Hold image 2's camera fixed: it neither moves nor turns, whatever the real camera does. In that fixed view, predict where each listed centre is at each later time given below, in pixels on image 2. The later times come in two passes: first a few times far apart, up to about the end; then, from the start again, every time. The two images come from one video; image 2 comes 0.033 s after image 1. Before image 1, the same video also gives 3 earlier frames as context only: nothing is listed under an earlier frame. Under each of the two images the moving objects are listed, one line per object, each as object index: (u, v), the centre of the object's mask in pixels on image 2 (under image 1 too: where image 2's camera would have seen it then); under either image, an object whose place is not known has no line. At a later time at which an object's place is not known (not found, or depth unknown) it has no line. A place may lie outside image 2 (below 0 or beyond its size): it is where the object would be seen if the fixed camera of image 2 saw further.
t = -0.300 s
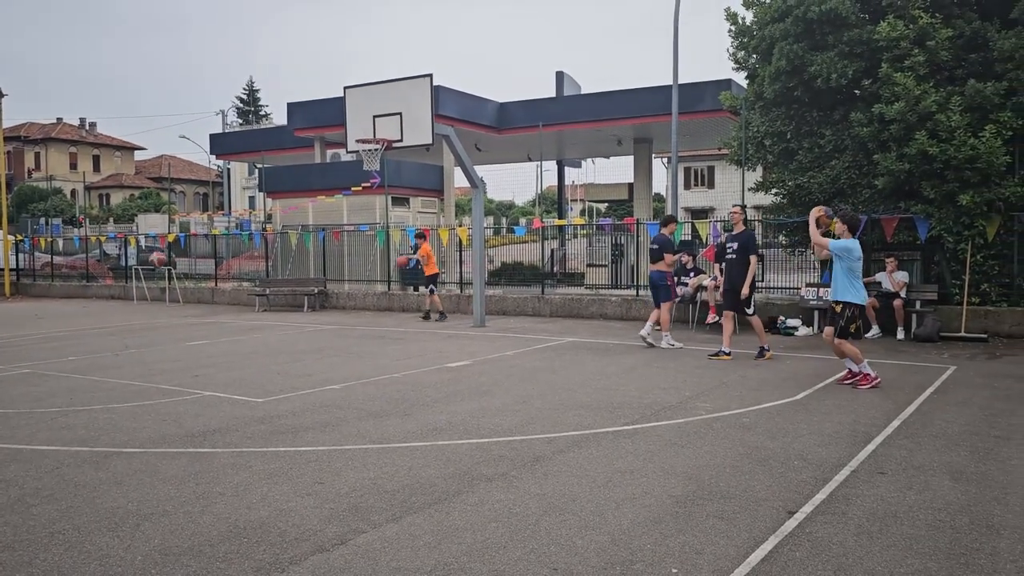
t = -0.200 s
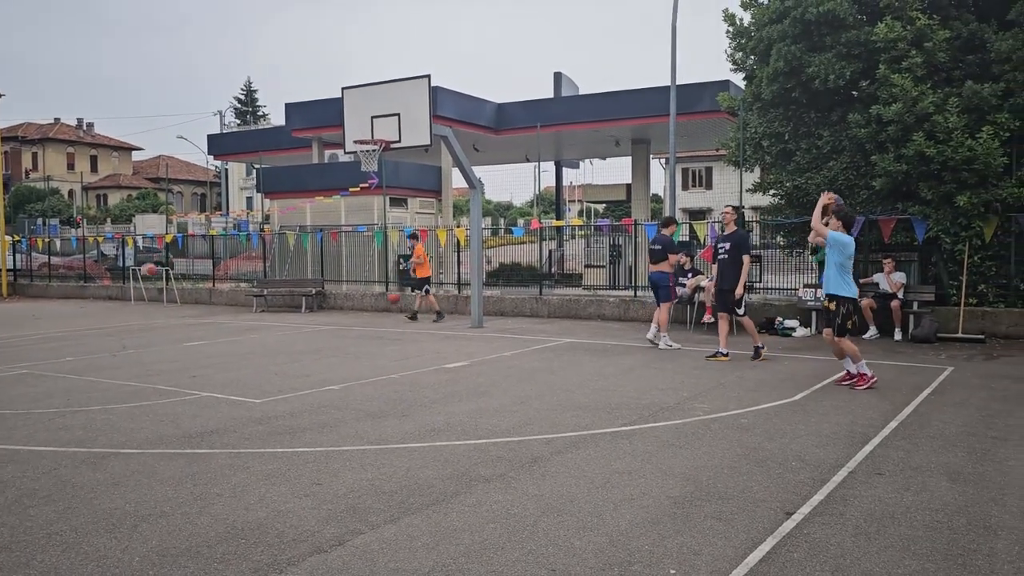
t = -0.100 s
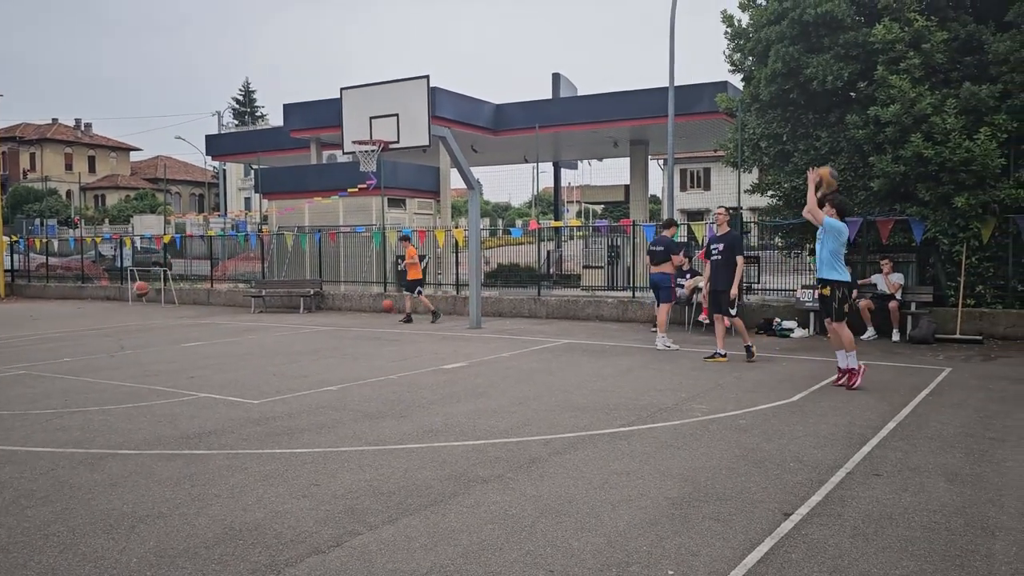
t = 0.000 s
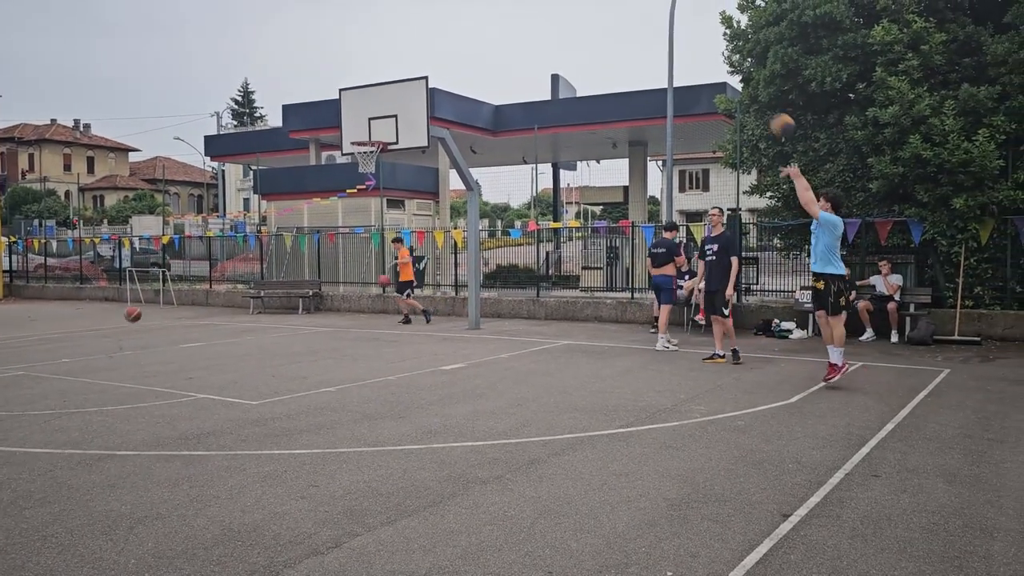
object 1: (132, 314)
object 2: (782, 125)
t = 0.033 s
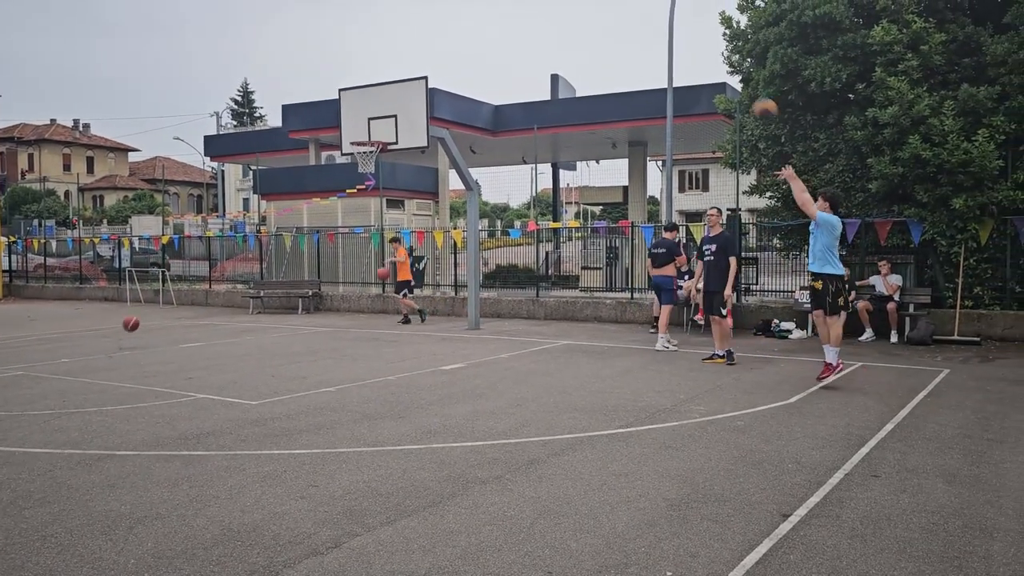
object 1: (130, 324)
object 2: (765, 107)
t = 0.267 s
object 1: (114, 303)
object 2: (658, 29)
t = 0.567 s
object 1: (93, 283)
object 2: (546, 7)
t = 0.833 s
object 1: (74, 318)
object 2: (459, 41)
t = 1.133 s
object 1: (55, 310)
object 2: (383, 130)
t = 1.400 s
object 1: (40, 304)
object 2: (352, 83)
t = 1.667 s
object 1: (26, 345)
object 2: (324, 73)
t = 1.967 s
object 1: (6, 315)
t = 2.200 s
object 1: (-8, 331)
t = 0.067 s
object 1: (128, 334)
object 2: (749, 93)
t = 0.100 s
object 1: (126, 340)
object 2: (733, 79)
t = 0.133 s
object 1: (124, 332)
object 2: (716, 67)
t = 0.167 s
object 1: (121, 324)
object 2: (701, 56)
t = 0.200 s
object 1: (119, 316)
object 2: (687, 46)
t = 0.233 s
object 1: (116, 309)
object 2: (672, 37)
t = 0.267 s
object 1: (114, 303)
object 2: (658, 29)
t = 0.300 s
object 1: (111, 298)
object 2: (644, 23)
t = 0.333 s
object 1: (109, 294)
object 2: (631, 17)
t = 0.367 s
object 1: (106, 291)
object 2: (618, 12)
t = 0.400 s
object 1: (104, 287)
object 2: (605, 9)
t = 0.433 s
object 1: (102, 285)
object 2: (593, 8)
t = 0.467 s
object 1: (99, 283)
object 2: (581, 7)
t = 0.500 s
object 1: (97, 283)
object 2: (568, 7)
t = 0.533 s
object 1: (95, 282)
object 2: (557, 7)
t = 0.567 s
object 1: (93, 283)
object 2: (546, 7)
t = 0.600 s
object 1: (91, 284)
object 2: (535, 8)
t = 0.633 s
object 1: (88, 286)
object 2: (524, 9)
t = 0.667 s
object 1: (85, 291)
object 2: (508, 13)
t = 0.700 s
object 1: (82, 295)
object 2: (498, 17)
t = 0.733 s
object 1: (80, 299)
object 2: (488, 22)
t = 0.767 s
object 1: (78, 304)
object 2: (478, 28)
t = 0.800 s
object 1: (76, 310)
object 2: (469, 34)
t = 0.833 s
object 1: (74, 318)
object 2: (459, 41)
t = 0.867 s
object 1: (72, 325)
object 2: (450, 49)
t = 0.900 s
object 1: (70, 333)
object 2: (441, 57)
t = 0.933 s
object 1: (68, 342)
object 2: (433, 66)
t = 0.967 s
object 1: (66, 337)
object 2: (424, 75)
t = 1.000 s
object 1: (63, 330)
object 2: (416, 85)
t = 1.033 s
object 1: (61, 324)
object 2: (407, 96)
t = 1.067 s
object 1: (59, 319)
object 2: (399, 107)
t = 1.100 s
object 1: (57, 314)
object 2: (391, 118)
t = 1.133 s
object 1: (55, 310)
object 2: (383, 130)
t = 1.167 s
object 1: (53, 306)
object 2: (378, 130)
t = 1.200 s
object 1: (51, 304)
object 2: (375, 121)
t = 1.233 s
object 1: (49, 302)
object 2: (371, 113)
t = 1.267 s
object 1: (47, 301)
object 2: (367, 106)
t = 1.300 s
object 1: (45, 301)
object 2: (363, 99)
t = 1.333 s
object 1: (43, 301)
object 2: (359, 93)
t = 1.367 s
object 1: (41, 302)
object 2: (356, 87)
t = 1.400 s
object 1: (40, 304)
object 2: (352, 83)
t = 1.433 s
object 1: (37, 306)
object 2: (348, 79)
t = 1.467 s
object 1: (36, 310)
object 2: (345, 76)
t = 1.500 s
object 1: (34, 314)
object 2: (341, 74)
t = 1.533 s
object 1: (32, 319)
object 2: (338, 72)
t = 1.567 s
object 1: (30, 324)
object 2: (334, 72)
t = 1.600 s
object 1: (29, 329)
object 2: (331, 72)
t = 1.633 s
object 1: (27, 338)
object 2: (327, 72)
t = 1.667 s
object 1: (26, 345)
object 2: (324, 73)
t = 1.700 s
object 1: (24, 339)
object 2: (320, 75)
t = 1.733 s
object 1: (21, 333)
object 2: (317, 78)
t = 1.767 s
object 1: (19, 328)
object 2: (314, 82)
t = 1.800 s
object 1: (17, 324)
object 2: (310, 86)
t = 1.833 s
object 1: (15, 321)
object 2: (307, 90)
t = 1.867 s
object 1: (12, 319)
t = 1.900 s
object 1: (11, 316)
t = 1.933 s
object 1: (8, 315)
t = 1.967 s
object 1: (6, 315)
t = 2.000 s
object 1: (4, 315)
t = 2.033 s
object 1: (2, 316)
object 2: (288, 132)
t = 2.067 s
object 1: (0, 318)
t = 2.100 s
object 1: (-2, 320)
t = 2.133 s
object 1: (-4, 323)
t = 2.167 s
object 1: (-6, 327)
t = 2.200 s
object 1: (-8, 331)
